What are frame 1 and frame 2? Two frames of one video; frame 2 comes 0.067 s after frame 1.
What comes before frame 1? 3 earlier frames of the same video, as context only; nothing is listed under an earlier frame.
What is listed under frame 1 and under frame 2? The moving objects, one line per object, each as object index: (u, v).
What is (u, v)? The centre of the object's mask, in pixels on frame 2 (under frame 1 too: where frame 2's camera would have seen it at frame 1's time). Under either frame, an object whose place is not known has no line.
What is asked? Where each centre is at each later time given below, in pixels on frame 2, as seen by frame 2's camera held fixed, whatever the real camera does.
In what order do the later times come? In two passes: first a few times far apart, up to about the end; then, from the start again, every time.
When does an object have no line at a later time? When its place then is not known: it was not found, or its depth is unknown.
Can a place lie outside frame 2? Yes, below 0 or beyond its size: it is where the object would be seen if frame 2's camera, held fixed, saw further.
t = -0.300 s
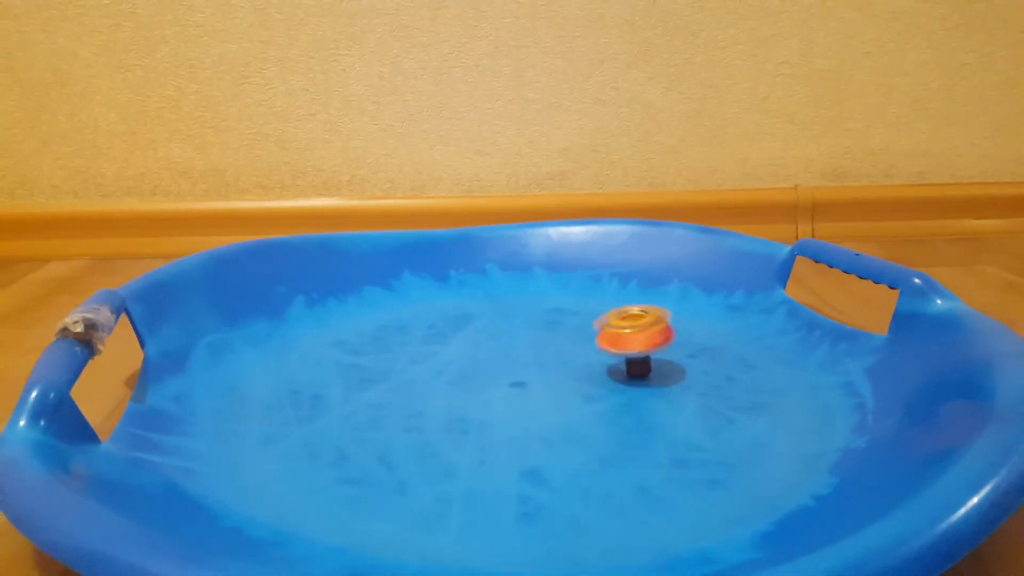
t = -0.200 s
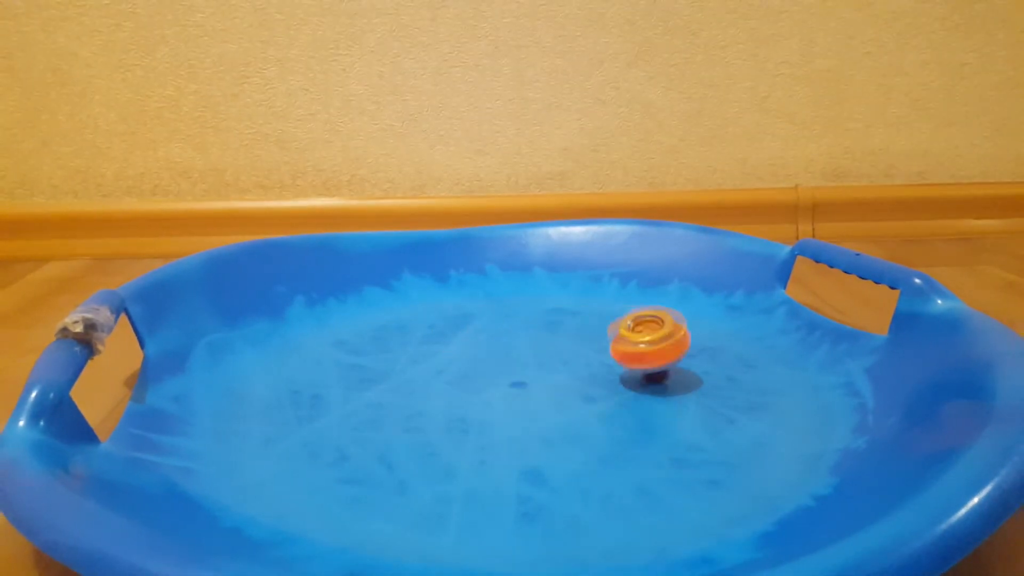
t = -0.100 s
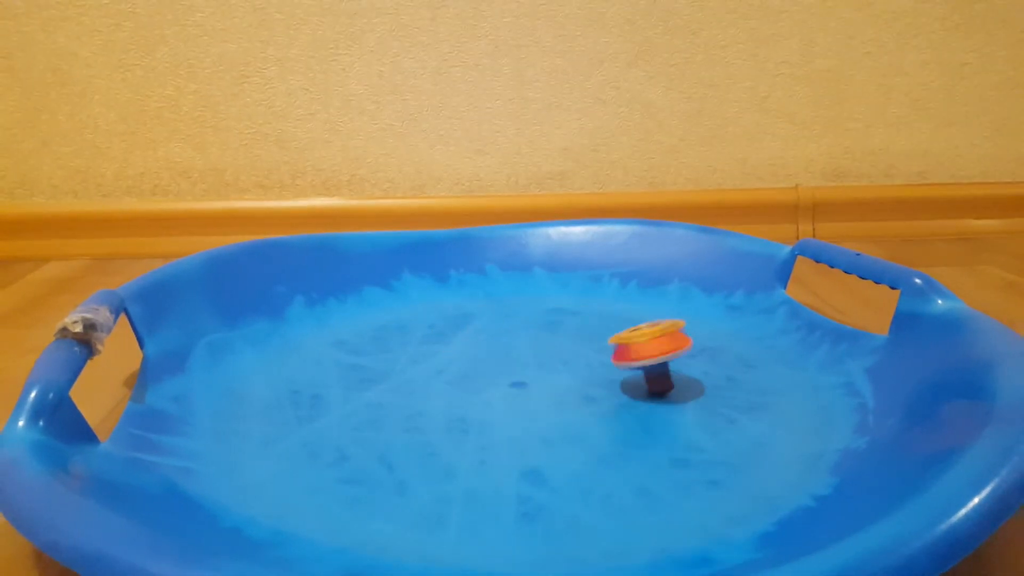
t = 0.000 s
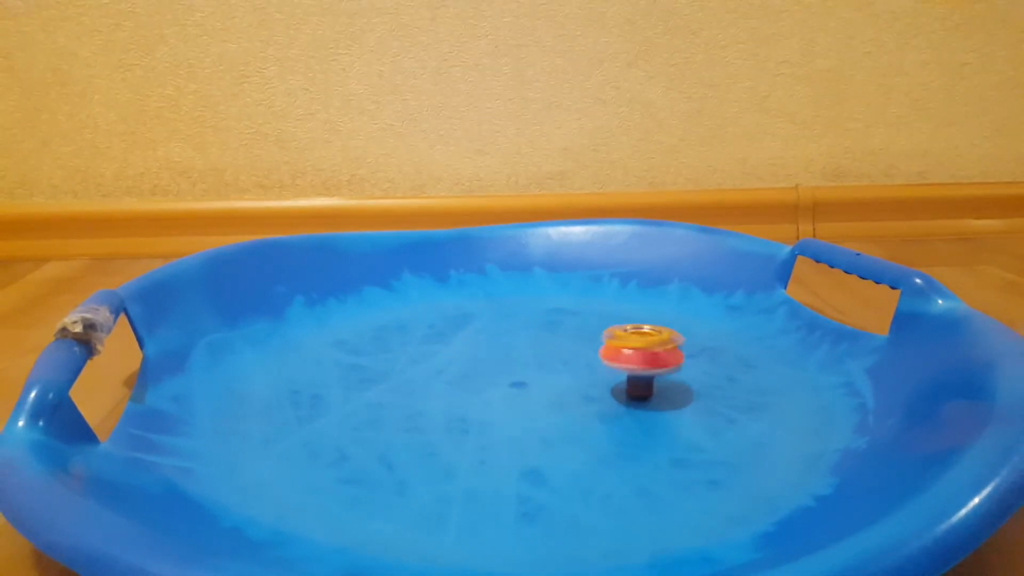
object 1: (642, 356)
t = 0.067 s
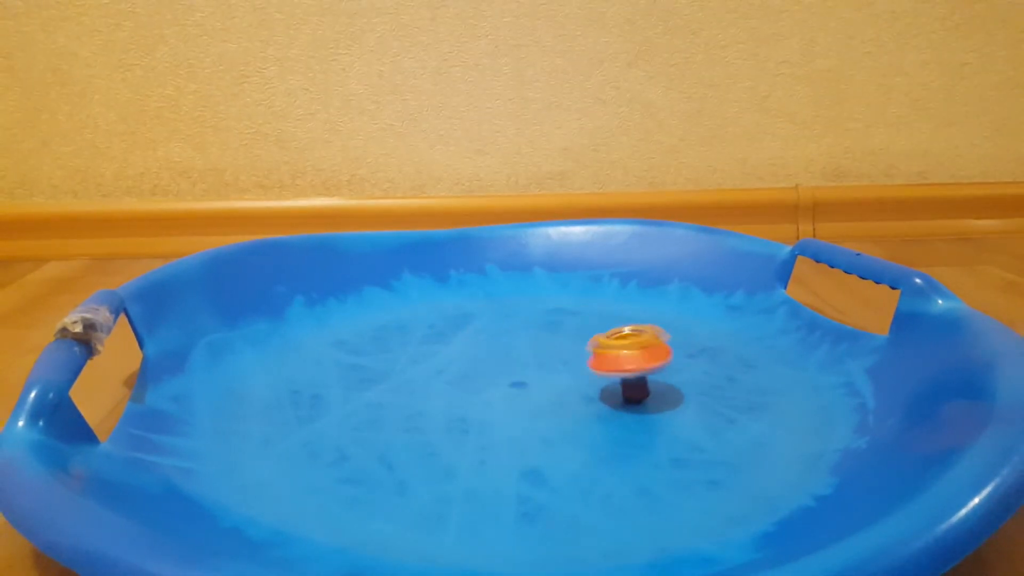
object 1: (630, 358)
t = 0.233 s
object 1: (595, 355)
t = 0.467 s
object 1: (579, 338)
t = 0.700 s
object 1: (614, 325)
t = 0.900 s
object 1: (650, 330)
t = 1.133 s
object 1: (646, 343)
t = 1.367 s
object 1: (608, 336)
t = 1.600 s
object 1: (608, 319)
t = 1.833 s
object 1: (639, 313)
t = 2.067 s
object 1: (647, 322)
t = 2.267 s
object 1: (622, 325)
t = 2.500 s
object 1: (609, 311)
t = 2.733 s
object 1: (628, 302)
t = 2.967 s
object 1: (640, 305)
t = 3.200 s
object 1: (624, 309)
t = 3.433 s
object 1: (616, 298)
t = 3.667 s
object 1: (630, 291)
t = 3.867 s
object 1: (636, 297)
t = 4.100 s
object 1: (624, 294)
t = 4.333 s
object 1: (619, 290)
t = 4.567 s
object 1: (635, 294)
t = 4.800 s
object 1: (648, 305)
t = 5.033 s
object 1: (675, 309)
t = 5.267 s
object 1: (658, 308)
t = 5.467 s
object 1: (640, 302)
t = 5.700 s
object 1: (640, 294)
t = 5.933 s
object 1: (645, 291)
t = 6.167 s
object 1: (639, 295)
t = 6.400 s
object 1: (636, 300)
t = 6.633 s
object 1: (641, 303)
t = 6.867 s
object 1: (642, 304)
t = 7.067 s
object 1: (638, 302)
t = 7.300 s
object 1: (636, 298)
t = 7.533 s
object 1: (635, 298)
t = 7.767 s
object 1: (636, 301)
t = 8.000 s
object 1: (638, 302)
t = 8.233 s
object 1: (638, 302)
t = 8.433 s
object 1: (637, 301)
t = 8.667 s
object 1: (635, 298)
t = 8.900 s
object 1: (636, 297)
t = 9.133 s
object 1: (635, 299)
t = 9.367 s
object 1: (635, 300)
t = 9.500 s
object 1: (635, 299)
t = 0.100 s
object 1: (623, 360)
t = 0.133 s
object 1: (616, 360)
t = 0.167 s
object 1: (608, 361)
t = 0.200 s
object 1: (601, 359)
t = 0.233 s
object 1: (595, 355)
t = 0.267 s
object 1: (590, 352)
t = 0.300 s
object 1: (586, 349)
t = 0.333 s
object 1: (583, 348)
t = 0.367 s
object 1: (579, 346)
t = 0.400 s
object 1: (577, 345)
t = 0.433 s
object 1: (577, 341)
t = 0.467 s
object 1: (579, 338)
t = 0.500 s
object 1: (581, 335)
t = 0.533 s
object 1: (585, 331)
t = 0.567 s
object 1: (590, 329)
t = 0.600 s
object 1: (596, 328)
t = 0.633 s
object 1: (601, 327)
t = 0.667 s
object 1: (608, 326)
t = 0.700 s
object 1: (614, 325)
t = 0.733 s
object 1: (622, 325)
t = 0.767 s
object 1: (628, 324)
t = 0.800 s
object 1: (634, 325)
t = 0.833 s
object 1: (640, 326)
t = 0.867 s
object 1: (646, 329)
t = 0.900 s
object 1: (650, 330)
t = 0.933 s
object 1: (652, 332)
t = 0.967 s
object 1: (654, 333)
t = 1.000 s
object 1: (655, 334)
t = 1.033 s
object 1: (654, 336)
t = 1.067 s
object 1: (652, 338)
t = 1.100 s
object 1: (651, 341)
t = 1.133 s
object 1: (646, 343)
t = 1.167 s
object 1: (641, 344)
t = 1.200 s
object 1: (634, 344)
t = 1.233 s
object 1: (628, 343)
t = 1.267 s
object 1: (623, 340)
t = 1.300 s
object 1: (618, 338)
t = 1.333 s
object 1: (613, 337)
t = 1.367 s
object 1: (608, 336)
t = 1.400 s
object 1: (605, 335)
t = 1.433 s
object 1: (602, 334)
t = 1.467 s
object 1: (600, 331)
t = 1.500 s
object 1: (600, 327)
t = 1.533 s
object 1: (602, 324)
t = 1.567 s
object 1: (605, 321)
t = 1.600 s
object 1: (608, 319)
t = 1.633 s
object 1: (611, 317)
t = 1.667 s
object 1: (616, 317)
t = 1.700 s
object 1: (620, 316)
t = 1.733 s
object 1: (625, 316)
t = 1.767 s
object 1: (629, 314)
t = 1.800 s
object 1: (634, 313)
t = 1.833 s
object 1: (639, 313)
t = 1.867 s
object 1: (643, 314)
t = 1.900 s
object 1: (647, 316)
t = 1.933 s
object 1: (649, 318)
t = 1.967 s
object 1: (651, 320)
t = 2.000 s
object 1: (651, 321)
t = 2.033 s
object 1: (650, 322)
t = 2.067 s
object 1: (647, 322)
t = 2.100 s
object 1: (645, 322)
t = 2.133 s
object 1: (642, 322)
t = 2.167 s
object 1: (638, 323)
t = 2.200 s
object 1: (635, 325)
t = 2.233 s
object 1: (628, 326)
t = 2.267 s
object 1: (622, 325)
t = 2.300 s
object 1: (618, 325)
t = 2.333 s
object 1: (613, 323)
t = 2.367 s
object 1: (610, 319)
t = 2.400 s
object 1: (608, 316)
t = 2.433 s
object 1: (608, 314)
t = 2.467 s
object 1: (608, 312)
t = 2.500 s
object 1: (609, 311)
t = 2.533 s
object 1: (609, 310)
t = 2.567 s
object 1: (611, 309)
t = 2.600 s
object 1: (612, 307)
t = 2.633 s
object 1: (616, 306)
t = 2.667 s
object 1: (619, 304)
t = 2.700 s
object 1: (623, 302)
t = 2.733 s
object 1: (628, 302)
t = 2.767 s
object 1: (632, 302)
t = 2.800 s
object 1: (636, 303)
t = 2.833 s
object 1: (638, 304)
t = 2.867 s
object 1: (639, 305)
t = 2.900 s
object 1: (640, 305)
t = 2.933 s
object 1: (640, 305)
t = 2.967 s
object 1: (640, 305)
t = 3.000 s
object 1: (640, 304)
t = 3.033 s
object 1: (640, 305)
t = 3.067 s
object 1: (639, 306)
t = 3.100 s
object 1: (637, 308)
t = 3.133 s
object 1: (633, 310)
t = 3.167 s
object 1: (628, 309)
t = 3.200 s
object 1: (624, 309)
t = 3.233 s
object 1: (620, 309)
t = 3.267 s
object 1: (617, 307)
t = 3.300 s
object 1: (615, 304)
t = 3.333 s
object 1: (614, 302)
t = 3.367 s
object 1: (615, 300)
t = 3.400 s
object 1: (615, 298)
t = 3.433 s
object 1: (616, 298)
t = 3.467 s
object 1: (616, 298)
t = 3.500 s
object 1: (616, 297)
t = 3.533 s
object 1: (618, 297)
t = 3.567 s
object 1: (620, 295)
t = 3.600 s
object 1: (623, 294)
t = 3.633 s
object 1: (627, 292)
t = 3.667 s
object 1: (630, 291)
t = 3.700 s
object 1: (634, 291)
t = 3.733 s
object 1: (638, 293)
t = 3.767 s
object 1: (640, 295)
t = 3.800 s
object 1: (640, 297)
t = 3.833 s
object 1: (638, 297)
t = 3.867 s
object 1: (636, 297)
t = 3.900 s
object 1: (633, 298)
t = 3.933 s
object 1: (631, 296)
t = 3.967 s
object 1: (629, 294)
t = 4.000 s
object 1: (629, 293)
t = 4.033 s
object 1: (627, 293)
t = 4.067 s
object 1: (626, 293)
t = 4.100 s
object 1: (624, 294)
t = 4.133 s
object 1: (620, 295)
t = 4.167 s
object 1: (617, 294)
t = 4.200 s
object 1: (615, 294)
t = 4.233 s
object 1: (613, 293)
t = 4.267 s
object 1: (613, 292)
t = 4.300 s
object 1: (616, 292)
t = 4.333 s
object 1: (619, 290)
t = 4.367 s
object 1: (622, 290)
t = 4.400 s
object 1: (625, 289)
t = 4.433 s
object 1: (628, 288)
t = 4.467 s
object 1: (630, 288)
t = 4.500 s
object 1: (631, 290)
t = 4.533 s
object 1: (633, 292)
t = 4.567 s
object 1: (635, 294)
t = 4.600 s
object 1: (637, 295)
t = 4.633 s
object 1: (638, 297)
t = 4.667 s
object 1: (639, 299)
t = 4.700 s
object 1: (640, 301)
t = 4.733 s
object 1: (642, 302)
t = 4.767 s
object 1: (645, 303)
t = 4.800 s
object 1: (648, 305)
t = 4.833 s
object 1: (652, 306)
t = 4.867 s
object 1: (656, 307)
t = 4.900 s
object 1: (660, 308)
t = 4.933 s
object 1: (664, 308)
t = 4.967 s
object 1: (668, 309)
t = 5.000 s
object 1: (672, 309)
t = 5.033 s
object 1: (675, 309)
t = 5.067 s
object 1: (676, 309)
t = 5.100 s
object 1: (674, 309)
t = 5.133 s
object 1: (671, 310)
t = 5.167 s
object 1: (668, 309)
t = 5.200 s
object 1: (665, 309)
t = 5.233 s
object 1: (662, 308)
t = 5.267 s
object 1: (658, 308)
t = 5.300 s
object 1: (654, 307)
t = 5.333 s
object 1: (651, 306)
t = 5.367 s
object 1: (647, 304)
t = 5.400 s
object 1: (644, 304)
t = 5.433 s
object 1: (642, 303)
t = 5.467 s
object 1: (640, 302)
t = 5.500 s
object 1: (638, 301)
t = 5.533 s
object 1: (638, 300)
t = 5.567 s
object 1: (637, 298)
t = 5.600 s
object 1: (638, 297)
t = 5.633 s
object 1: (639, 297)
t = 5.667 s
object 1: (639, 295)
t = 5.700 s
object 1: (640, 294)
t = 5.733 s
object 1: (640, 294)
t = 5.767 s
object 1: (642, 293)
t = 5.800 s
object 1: (644, 292)
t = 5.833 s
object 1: (646, 291)
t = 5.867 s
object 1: (647, 291)
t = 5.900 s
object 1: (646, 291)
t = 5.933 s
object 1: (645, 291)
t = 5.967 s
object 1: (643, 292)
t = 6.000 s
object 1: (642, 293)
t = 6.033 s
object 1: (640, 294)
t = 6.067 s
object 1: (639, 295)
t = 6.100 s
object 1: (639, 295)
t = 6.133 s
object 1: (639, 295)
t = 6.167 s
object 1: (639, 295)
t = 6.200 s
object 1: (639, 296)
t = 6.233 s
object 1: (638, 296)
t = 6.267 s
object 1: (638, 297)
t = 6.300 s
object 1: (637, 297)
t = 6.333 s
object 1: (636, 298)
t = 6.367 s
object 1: (636, 298)
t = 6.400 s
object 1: (636, 300)
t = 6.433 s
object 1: (636, 300)
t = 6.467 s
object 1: (637, 301)
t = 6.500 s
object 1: (637, 301)
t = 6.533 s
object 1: (638, 302)
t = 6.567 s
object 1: (639, 303)
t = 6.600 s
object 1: (640, 303)
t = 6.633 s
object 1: (641, 303)
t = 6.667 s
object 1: (642, 304)
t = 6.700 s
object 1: (642, 304)
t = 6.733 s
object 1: (643, 304)
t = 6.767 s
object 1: (643, 304)
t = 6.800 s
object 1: (643, 304)
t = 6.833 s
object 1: (643, 304)
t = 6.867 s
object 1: (642, 304)
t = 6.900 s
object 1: (642, 304)
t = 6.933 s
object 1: (641, 303)
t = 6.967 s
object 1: (640, 303)
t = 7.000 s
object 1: (639, 303)
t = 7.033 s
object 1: (639, 302)
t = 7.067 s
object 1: (638, 302)
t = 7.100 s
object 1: (637, 301)
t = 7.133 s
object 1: (637, 301)
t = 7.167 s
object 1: (636, 300)
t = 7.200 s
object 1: (636, 300)
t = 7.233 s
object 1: (636, 299)
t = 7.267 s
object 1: (636, 298)
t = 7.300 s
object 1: (636, 298)
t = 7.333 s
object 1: (636, 297)
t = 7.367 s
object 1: (637, 297)
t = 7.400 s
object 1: (637, 297)
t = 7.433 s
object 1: (637, 297)
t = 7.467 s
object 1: (636, 297)
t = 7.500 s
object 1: (635, 298)
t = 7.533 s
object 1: (635, 298)
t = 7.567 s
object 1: (635, 299)
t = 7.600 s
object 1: (635, 299)
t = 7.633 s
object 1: (635, 299)
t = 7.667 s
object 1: (636, 300)
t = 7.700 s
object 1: (636, 300)
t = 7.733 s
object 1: (636, 301)
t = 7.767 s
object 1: (636, 301)
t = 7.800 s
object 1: (637, 301)
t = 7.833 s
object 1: (637, 301)
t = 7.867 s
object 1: (637, 301)
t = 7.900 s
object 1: (637, 302)
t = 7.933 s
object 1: (637, 302)
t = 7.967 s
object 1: (638, 302)
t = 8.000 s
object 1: (638, 302)
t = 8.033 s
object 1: (638, 302)
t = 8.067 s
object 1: (638, 302)
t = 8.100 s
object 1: (638, 302)
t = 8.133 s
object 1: (638, 302)
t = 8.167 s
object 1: (638, 302)
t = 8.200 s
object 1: (638, 302)
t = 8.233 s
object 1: (638, 302)
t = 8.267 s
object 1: (638, 302)
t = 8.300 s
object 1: (637, 302)
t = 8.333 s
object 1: (637, 301)
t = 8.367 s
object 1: (637, 301)
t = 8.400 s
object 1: (637, 301)
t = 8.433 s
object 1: (637, 301)
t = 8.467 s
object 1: (636, 301)
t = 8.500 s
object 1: (636, 300)
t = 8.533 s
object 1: (636, 300)
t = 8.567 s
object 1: (636, 300)
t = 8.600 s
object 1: (635, 299)
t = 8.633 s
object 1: (635, 299)
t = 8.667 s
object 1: (635, 298)
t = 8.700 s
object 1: (635, 298)
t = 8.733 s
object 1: (635, 298)
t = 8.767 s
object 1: (636, 297)
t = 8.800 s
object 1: (636, 297)
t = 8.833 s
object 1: (636, 297)
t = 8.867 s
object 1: (636, 297)
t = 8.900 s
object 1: (636, 297)
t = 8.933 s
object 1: (635, 298)
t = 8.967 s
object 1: (635, 298)
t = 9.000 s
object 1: (635, 298)
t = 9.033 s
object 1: (635, 298)
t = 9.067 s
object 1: (635, 299)
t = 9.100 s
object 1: (635, 299)
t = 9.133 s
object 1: (635, 299)
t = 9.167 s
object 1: (635, 299)
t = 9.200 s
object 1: (635, 299)
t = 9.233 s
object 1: (635, 300)
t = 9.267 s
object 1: (635, 300)
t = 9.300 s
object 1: (635, 300)
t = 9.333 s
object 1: (635, 300)
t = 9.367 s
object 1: (635, 300)
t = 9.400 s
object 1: (635, 299)
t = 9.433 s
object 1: (635, 300)
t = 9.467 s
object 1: (635, 300)
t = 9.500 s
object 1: (635, 299)
